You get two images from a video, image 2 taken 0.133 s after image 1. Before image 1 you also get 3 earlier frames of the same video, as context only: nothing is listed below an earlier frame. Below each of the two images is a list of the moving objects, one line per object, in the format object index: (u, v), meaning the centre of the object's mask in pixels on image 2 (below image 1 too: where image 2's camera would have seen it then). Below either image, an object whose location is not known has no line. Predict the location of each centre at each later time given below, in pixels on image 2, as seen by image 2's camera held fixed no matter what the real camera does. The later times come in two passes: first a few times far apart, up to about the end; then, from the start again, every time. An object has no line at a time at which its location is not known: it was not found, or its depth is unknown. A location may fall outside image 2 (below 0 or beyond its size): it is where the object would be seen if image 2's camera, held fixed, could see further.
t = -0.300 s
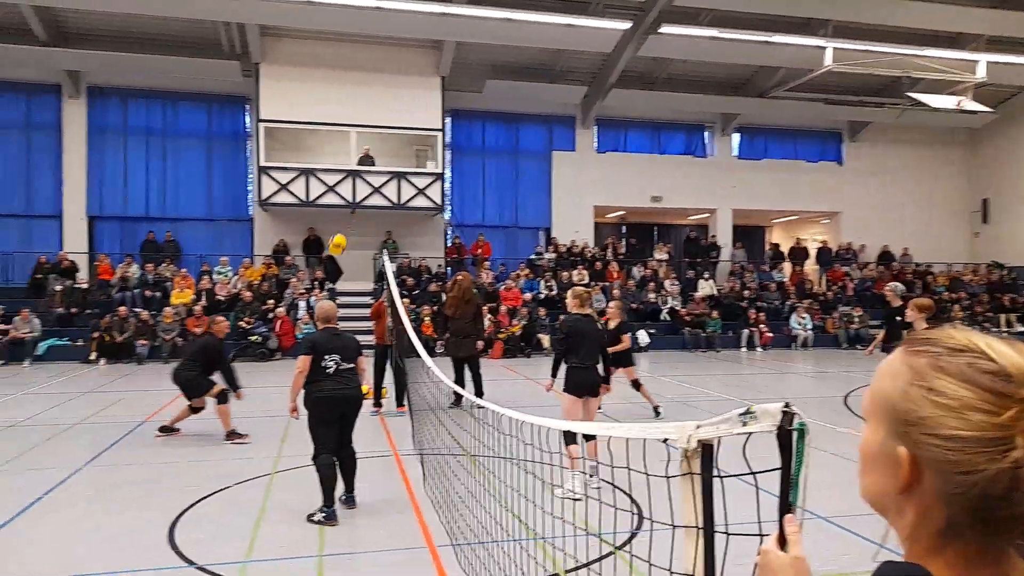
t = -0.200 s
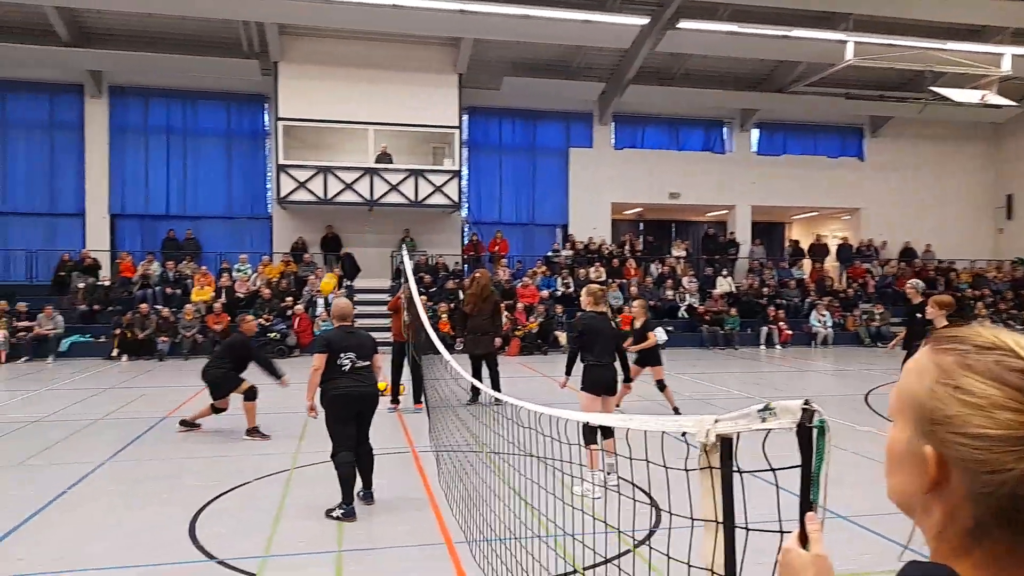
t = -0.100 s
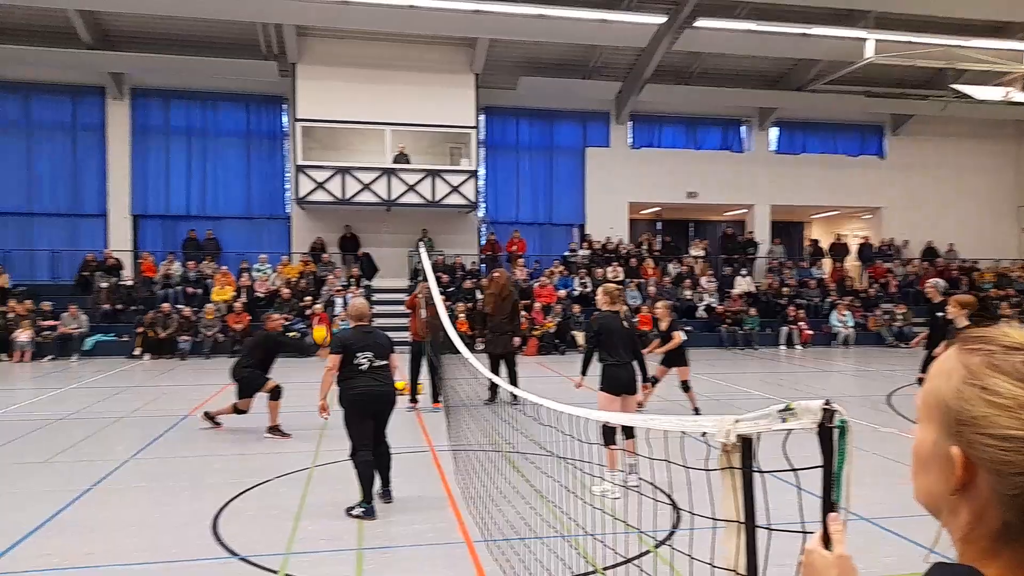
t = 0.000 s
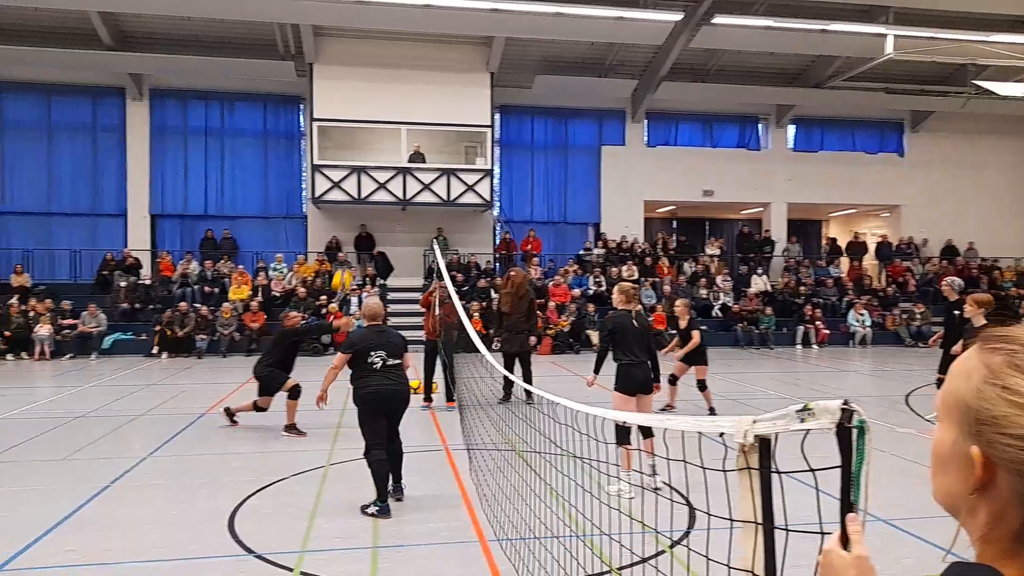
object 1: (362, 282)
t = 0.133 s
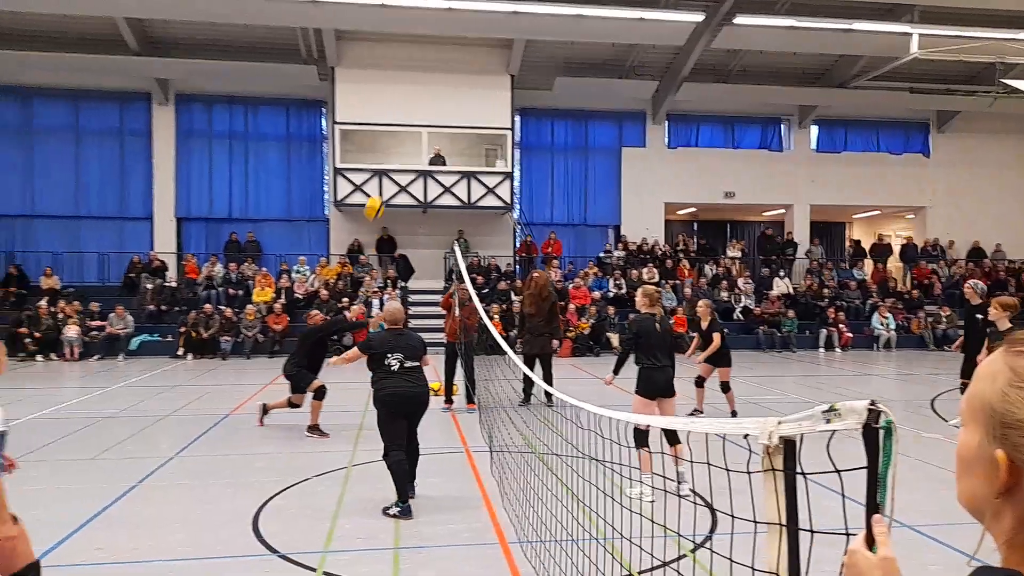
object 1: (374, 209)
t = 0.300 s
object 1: (389, 130)
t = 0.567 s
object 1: (415, 52)
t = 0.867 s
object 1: (445, 38)
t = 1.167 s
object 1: (482, 119)
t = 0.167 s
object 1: (377, 191)
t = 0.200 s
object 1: (381, 173)
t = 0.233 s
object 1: (384, 157)
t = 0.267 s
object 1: (386, 143)
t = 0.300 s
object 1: (389, 130)
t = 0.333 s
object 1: (394, 116)
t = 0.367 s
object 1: (397, 105)
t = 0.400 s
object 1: (399, 93)
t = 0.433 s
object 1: (401, 83)
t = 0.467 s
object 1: (404, 74)
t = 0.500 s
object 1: (407, 65)
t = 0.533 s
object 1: (411, 59)
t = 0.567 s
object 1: (415, 52)
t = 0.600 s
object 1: (418, 46)
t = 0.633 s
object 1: (422, 42)
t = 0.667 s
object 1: (425, 38)
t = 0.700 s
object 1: (428, 35)
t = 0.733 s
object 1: (432, 34)
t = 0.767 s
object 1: (435, 33)
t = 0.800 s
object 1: (440, 34)
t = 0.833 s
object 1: (442, 35)
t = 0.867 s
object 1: (445, 38)
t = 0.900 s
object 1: (450, 42)
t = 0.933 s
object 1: (454, 47)
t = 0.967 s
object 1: (457, 53)
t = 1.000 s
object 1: (461, 61)
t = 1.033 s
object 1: (466, 70)
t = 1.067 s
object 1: (470, 81)
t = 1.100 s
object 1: (474, 91)
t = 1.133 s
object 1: (478, 104)
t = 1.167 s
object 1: (482, 119)
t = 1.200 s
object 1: (489, 136)
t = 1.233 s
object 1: (492, 152)
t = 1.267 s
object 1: (497, 170)
